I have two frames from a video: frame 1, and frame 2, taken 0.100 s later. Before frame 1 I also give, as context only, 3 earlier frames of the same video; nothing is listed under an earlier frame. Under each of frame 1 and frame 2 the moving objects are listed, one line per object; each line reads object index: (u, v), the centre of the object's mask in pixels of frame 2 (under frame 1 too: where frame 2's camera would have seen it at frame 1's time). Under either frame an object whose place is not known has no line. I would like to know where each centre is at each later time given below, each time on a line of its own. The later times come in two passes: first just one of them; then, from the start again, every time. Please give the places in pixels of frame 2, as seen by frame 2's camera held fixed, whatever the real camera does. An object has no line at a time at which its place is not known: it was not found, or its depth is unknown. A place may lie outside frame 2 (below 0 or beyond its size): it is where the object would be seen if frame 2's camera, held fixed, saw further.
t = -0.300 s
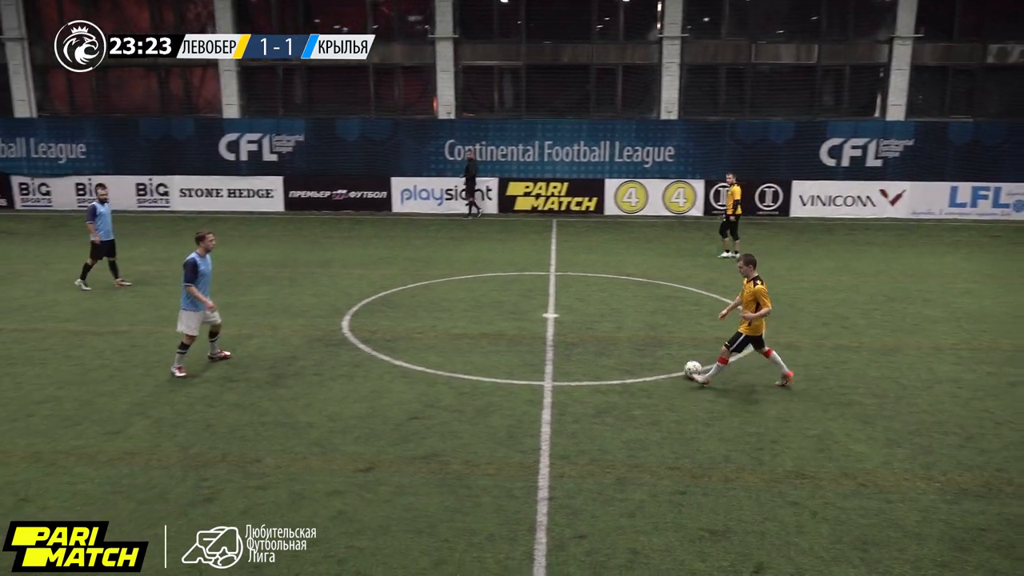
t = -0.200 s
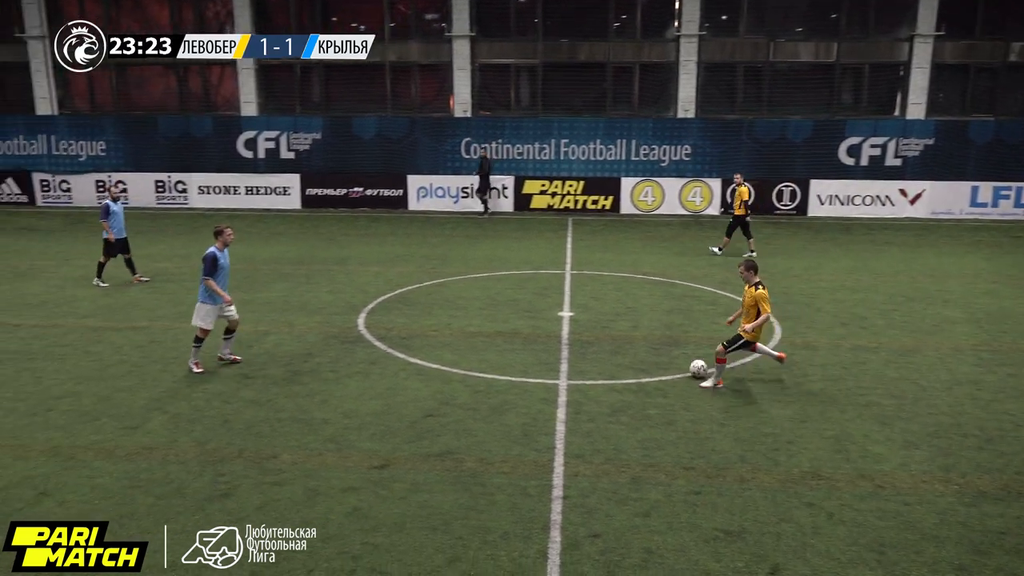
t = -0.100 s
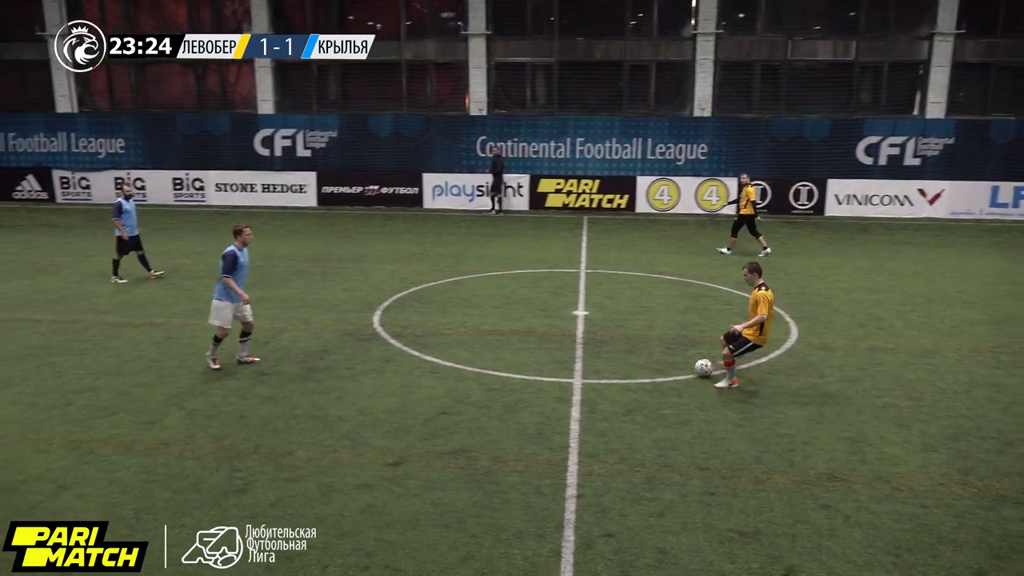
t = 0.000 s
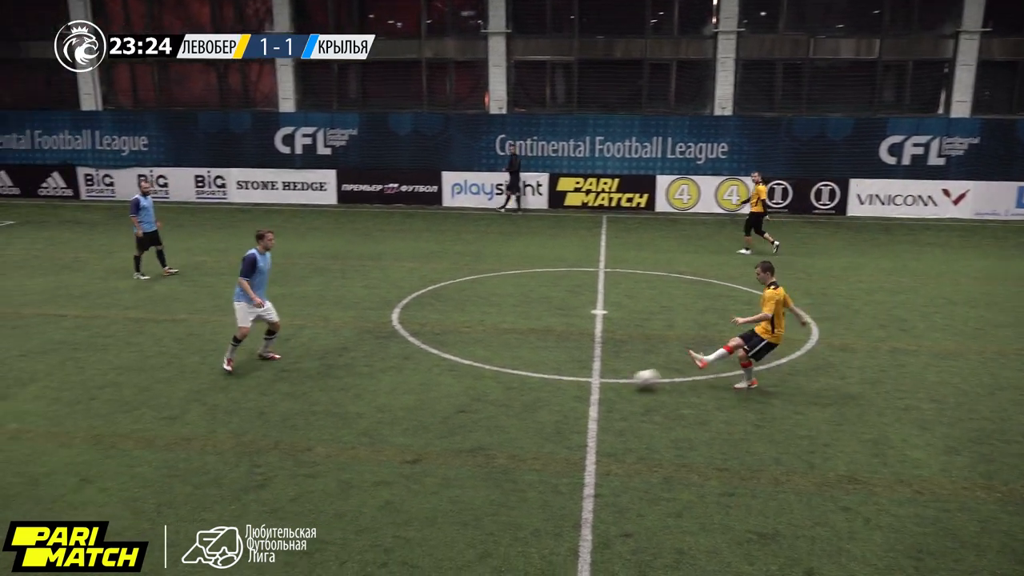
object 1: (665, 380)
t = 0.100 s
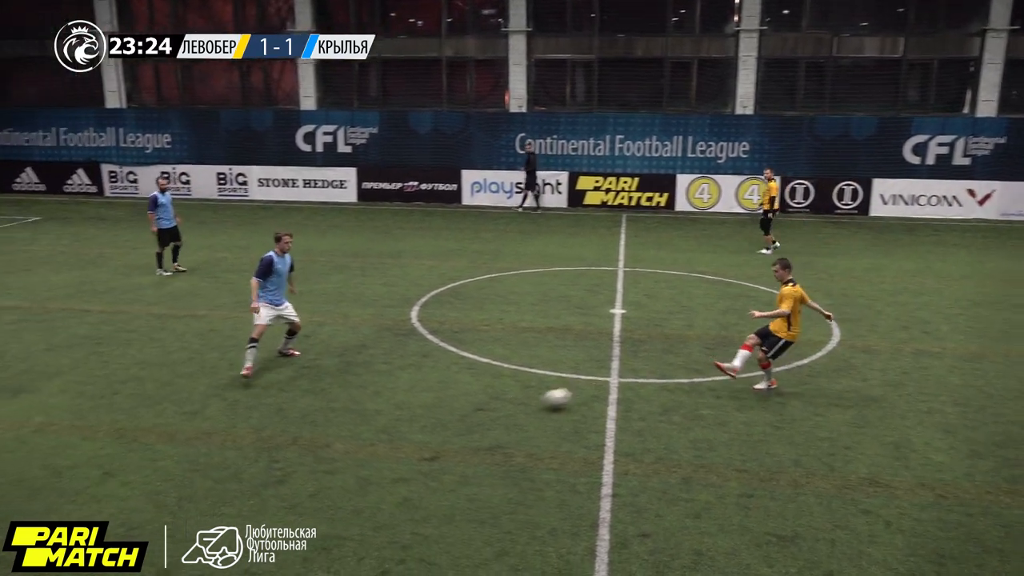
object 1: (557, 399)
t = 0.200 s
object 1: (444, 420)
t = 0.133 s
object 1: (520, 405)
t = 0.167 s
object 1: (483, 413)
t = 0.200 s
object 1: (444, 420)
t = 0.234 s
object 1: (406, 427)
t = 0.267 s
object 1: (368, 433)
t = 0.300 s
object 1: (330, 438)
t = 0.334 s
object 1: (291, 446)
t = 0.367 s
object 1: (250, 454)
